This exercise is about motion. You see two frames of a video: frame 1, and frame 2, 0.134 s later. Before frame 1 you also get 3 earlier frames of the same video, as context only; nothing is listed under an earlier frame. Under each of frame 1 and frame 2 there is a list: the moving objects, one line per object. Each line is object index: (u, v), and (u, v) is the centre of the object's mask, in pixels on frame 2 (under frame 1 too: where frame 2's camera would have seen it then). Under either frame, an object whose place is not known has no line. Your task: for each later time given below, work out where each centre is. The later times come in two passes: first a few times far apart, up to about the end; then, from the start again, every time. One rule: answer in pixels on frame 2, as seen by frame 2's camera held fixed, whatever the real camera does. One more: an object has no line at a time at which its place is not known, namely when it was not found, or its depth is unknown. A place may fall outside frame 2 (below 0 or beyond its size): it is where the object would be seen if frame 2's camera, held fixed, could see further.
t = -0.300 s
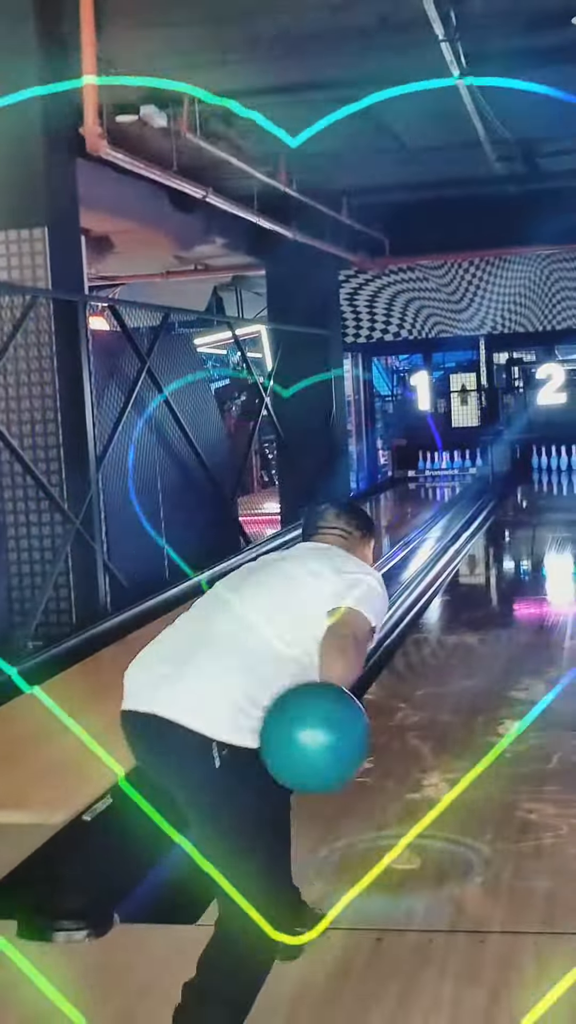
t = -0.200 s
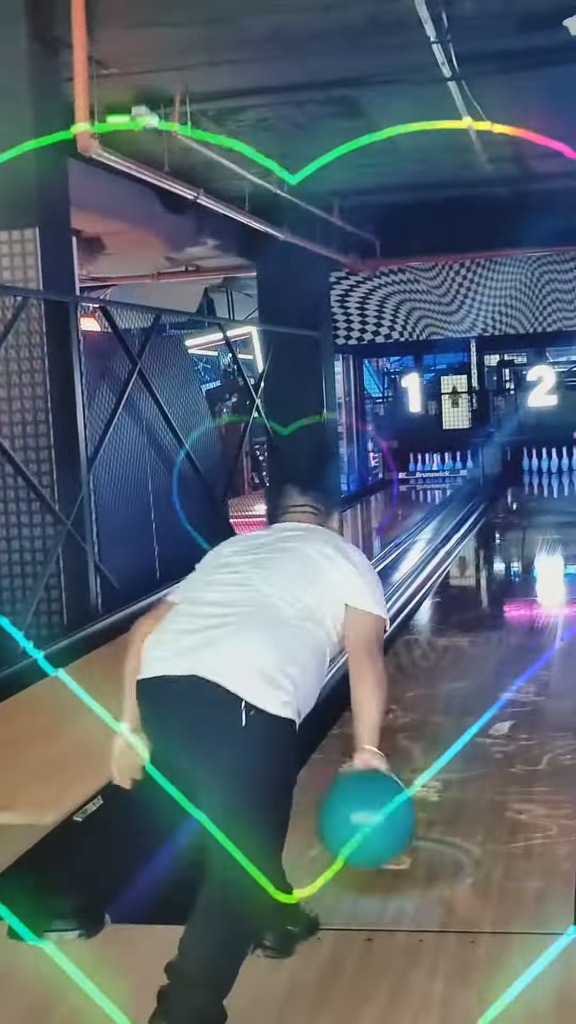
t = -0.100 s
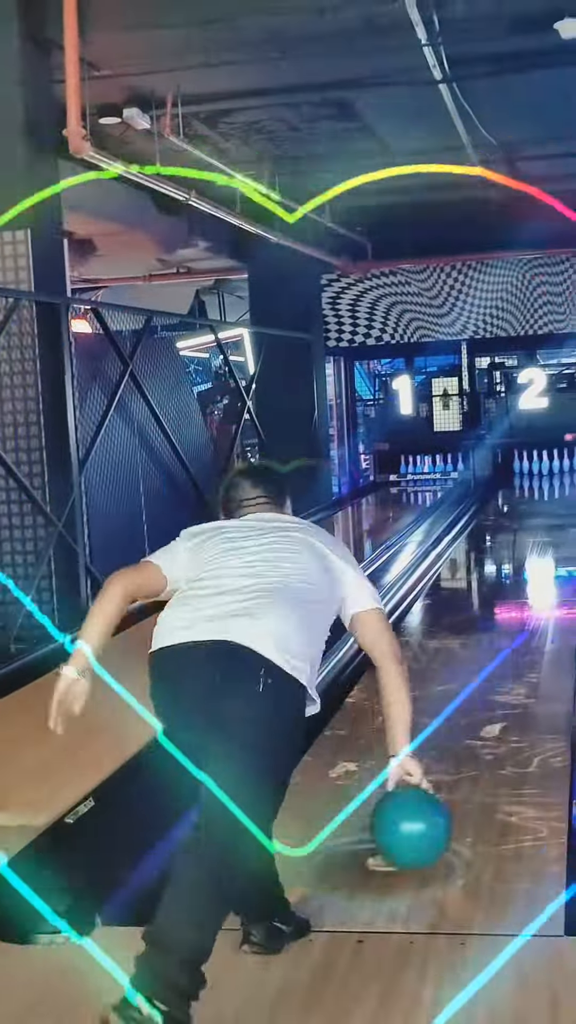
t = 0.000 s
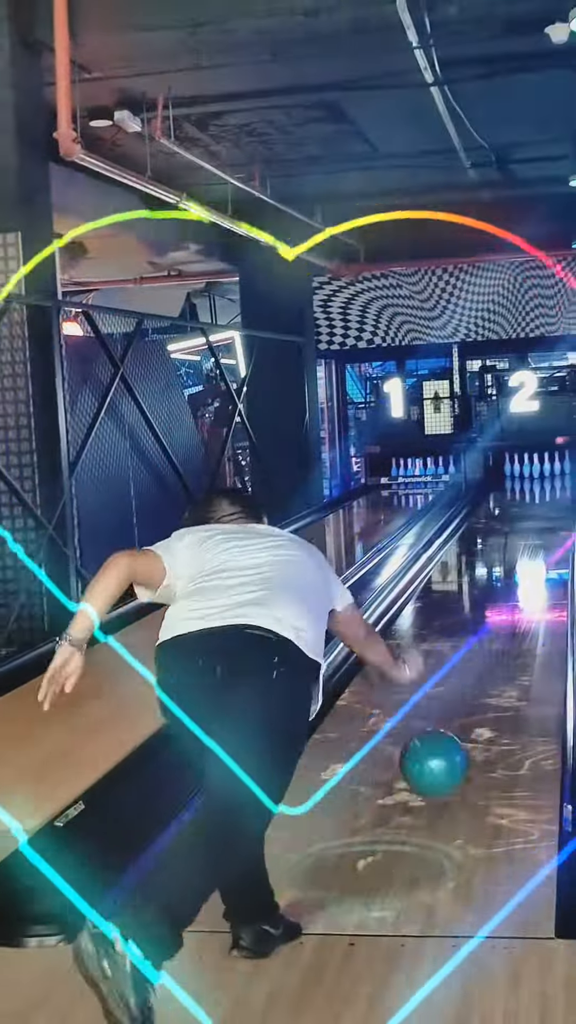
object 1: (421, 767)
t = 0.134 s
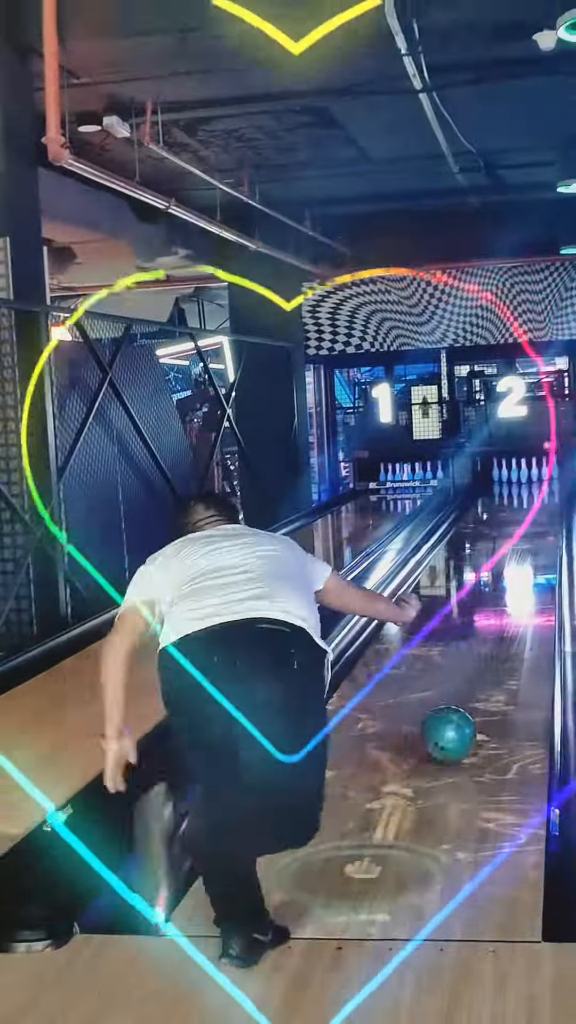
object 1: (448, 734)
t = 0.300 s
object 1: (468, 672)
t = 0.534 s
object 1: (488, 617)
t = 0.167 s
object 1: (453, 725)
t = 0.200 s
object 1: (457, 705)
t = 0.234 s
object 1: (461, 690)
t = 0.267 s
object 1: (465, 679)
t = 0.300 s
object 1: (468, 672)
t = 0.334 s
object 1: (472, 665)
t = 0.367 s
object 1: (475, 654)
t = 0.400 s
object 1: (477, 646)
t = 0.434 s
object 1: (481, 637)
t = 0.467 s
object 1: (484, 630)
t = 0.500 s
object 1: (486, 624)
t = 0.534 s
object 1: (488, 617)
